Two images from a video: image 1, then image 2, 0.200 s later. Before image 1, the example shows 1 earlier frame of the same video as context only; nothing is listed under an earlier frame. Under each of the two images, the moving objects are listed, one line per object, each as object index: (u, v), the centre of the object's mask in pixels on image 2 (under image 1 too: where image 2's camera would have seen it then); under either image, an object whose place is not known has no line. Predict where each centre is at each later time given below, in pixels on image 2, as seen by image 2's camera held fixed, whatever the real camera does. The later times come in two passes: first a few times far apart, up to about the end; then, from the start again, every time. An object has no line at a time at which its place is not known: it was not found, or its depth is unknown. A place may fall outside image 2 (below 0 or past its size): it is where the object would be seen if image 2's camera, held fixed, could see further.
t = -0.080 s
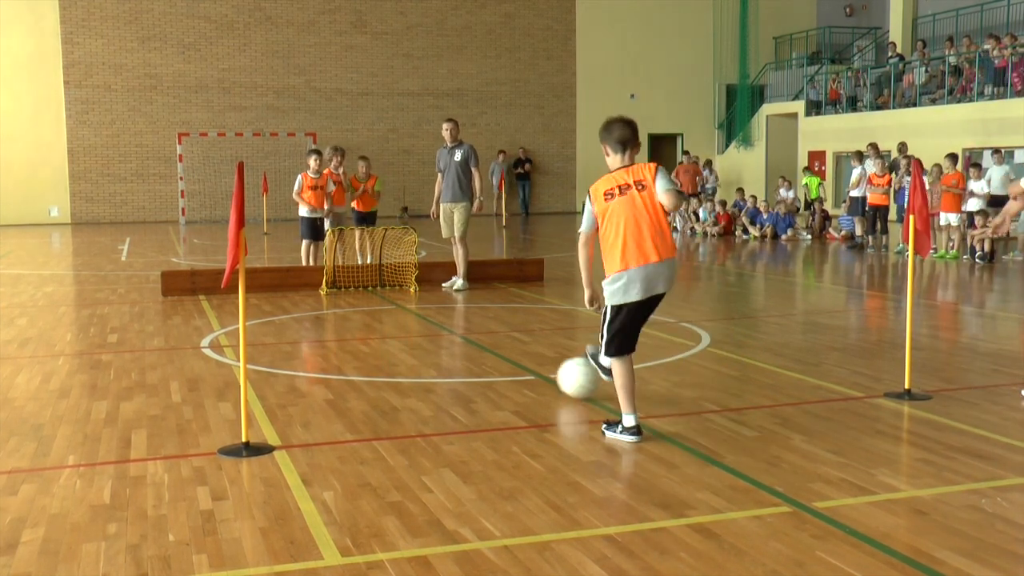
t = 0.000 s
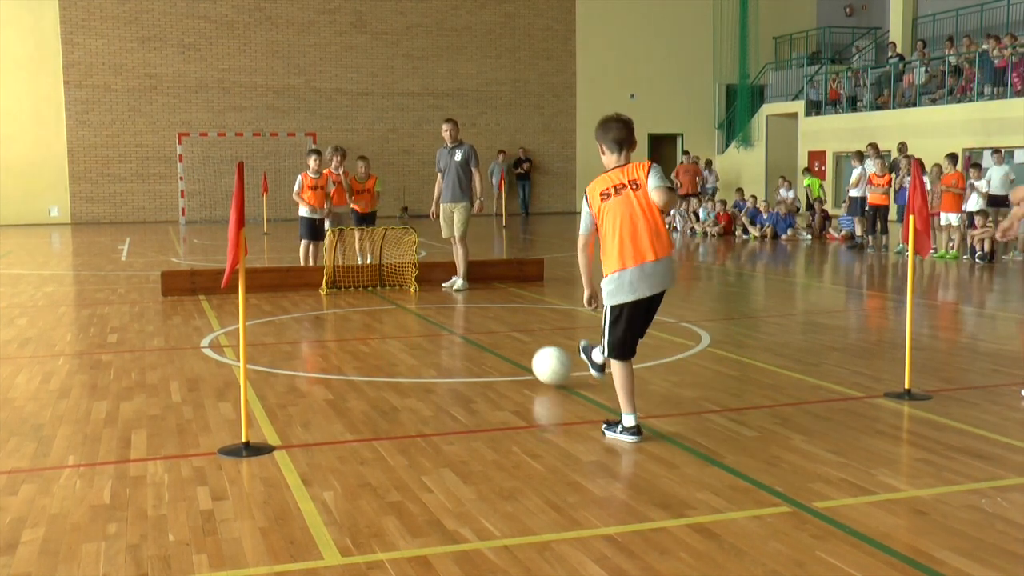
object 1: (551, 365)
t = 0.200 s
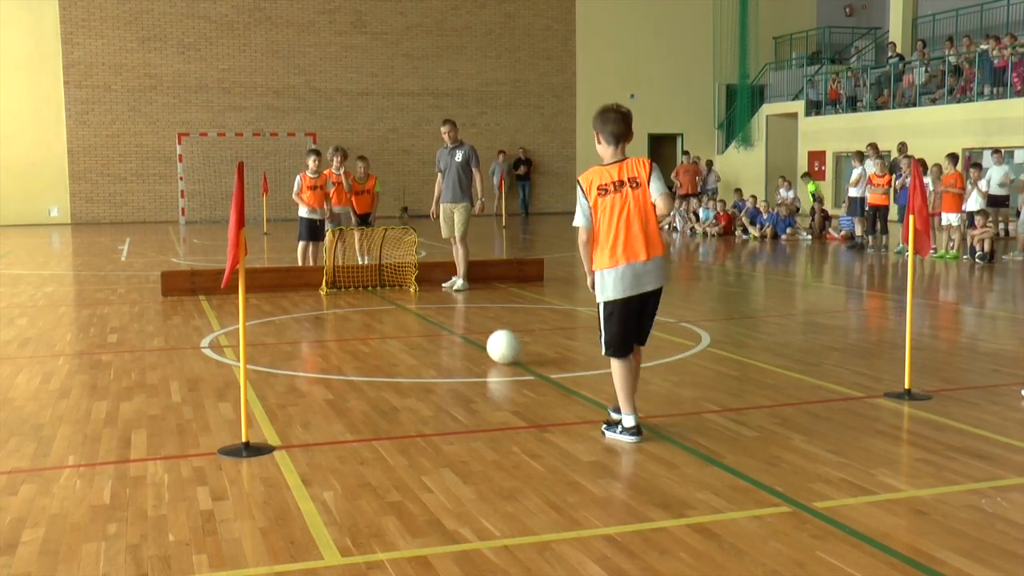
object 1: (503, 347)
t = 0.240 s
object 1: (496, 343)
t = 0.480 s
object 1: (463, 328)
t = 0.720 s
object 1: (437, 315)
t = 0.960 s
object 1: (416, 306)
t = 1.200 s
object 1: (399, 298)
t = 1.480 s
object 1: (381, 290)
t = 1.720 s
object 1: (368, 284)
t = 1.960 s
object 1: (360, 277)
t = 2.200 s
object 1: (368, 281)
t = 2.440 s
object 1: (372, 285)
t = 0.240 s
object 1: (496, 343)
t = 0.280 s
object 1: (490, 341)
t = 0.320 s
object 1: (484, 338)
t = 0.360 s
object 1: (478, 335)
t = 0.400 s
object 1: (473, 333)
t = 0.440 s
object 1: (468, 330)
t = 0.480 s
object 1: (463, 328)
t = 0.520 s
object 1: (459, 325)
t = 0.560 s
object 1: (454, 323)
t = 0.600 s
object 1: (450, 322)
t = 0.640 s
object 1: (445, 319)
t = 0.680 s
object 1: (441, 318)
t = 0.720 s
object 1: (437, 315)
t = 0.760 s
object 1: (434, 313)
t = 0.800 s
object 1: (430, 313)
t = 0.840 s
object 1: (426, 311)
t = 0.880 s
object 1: (423, 309)
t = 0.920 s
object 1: (419, 308)
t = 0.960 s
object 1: (416, 306)
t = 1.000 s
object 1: (413, 305)
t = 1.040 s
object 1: (411, 303)
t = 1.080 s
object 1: (407, 303)
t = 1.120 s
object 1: (405, 301)
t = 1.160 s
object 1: (401, 299)
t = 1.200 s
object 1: (399, 298)
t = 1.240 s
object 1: (396, 297)
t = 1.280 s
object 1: (393, 296)
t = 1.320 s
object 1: (391, 295)
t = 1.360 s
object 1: (388, 293)
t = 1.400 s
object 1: (386, 292)
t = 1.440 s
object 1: (383, 291)
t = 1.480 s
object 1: (381, 290)
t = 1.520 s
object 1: (379, 289)
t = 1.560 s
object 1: (377, 288)
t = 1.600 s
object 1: (374, 287)
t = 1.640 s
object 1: (372, 286)
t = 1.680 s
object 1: (371, 285)
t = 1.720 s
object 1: (368, 284)
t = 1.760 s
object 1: (367, 283)
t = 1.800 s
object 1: (364, 282)
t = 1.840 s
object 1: (363, 281)
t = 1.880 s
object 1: (361, 280)
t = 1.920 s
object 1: (359, 279)
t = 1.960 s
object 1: (360, 277)
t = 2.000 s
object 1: (361, 277)
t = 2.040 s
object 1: (362, 278)
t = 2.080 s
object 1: (364, 280)
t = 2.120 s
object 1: (365, 282)
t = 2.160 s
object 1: (367, 281)
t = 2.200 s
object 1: (368, 281)
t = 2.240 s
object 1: (369, 282)
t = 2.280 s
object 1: (370, 284)
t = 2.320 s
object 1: (371, 283)
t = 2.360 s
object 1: (371, 283)
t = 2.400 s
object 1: (372, 285)
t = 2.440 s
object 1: (372, 285)
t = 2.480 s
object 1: (373, 285)
